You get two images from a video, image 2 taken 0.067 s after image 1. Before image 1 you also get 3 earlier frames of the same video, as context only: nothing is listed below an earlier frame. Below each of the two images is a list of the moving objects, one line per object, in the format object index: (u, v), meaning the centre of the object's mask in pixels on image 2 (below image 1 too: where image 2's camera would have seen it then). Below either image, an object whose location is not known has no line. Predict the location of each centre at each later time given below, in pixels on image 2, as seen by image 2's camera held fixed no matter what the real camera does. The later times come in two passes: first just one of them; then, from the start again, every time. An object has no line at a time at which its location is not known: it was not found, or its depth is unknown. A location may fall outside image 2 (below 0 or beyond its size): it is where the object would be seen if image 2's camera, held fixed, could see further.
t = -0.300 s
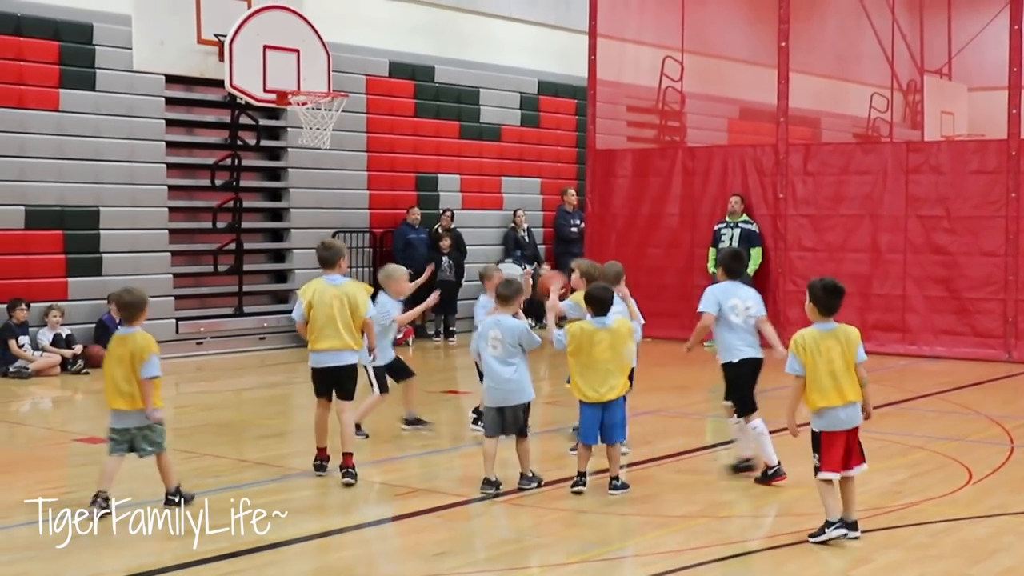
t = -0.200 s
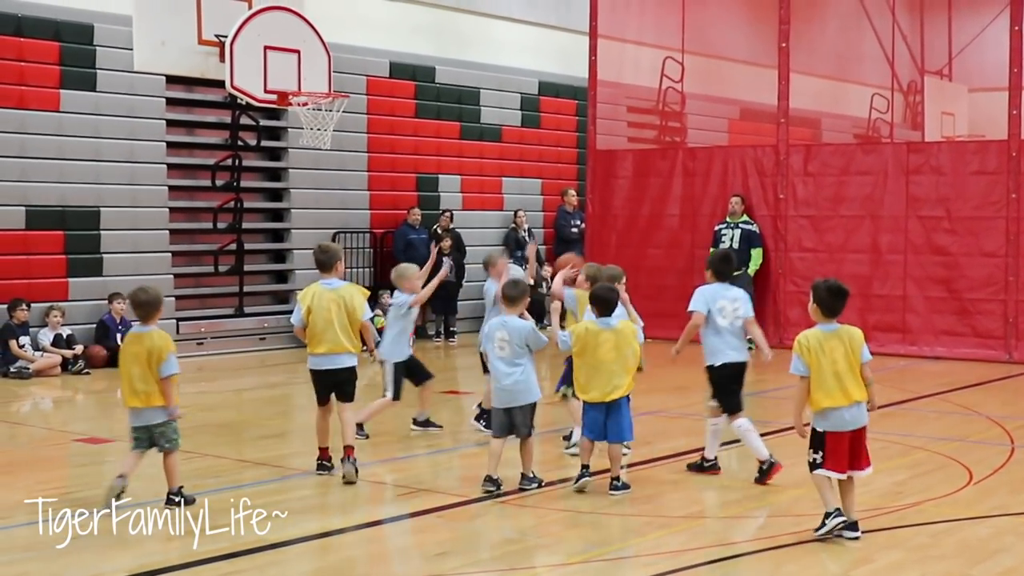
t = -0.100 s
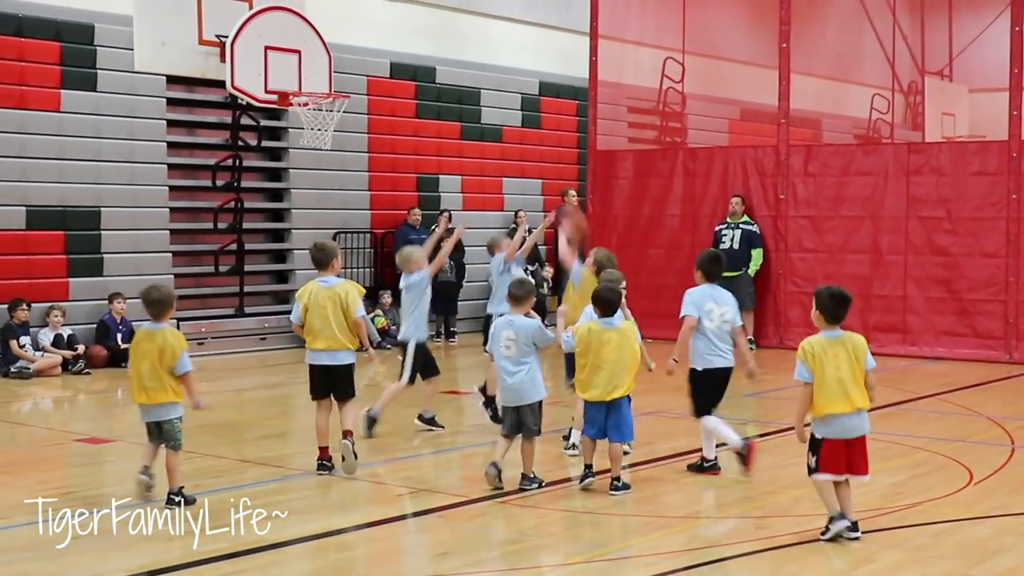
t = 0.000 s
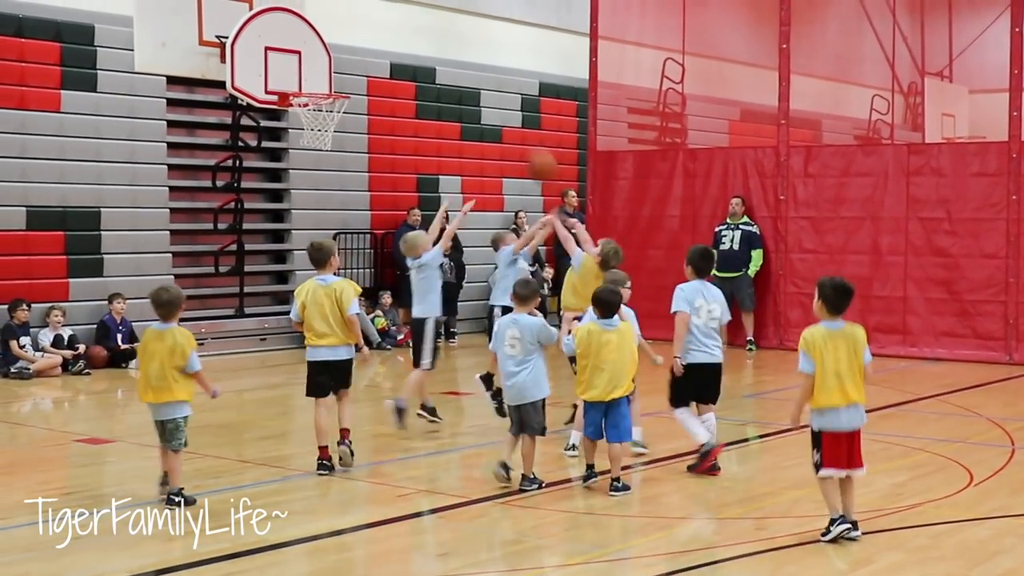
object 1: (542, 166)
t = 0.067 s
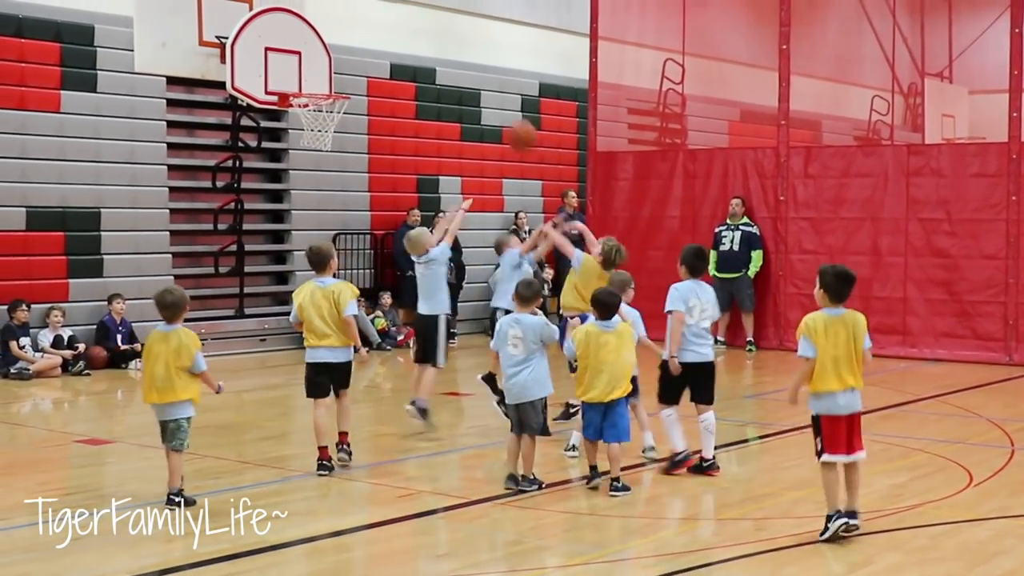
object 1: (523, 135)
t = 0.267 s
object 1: (462, 81)
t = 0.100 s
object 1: (512, 123)
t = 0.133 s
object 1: (501, 111)
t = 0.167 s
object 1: (491, 101)
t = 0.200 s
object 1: (481, 93)
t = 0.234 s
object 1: (472, 87)
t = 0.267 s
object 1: (462, 81)
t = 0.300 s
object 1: (453, 77)
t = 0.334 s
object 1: (443, 74)
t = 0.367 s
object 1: (434, 74)
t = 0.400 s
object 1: (424, 74)
